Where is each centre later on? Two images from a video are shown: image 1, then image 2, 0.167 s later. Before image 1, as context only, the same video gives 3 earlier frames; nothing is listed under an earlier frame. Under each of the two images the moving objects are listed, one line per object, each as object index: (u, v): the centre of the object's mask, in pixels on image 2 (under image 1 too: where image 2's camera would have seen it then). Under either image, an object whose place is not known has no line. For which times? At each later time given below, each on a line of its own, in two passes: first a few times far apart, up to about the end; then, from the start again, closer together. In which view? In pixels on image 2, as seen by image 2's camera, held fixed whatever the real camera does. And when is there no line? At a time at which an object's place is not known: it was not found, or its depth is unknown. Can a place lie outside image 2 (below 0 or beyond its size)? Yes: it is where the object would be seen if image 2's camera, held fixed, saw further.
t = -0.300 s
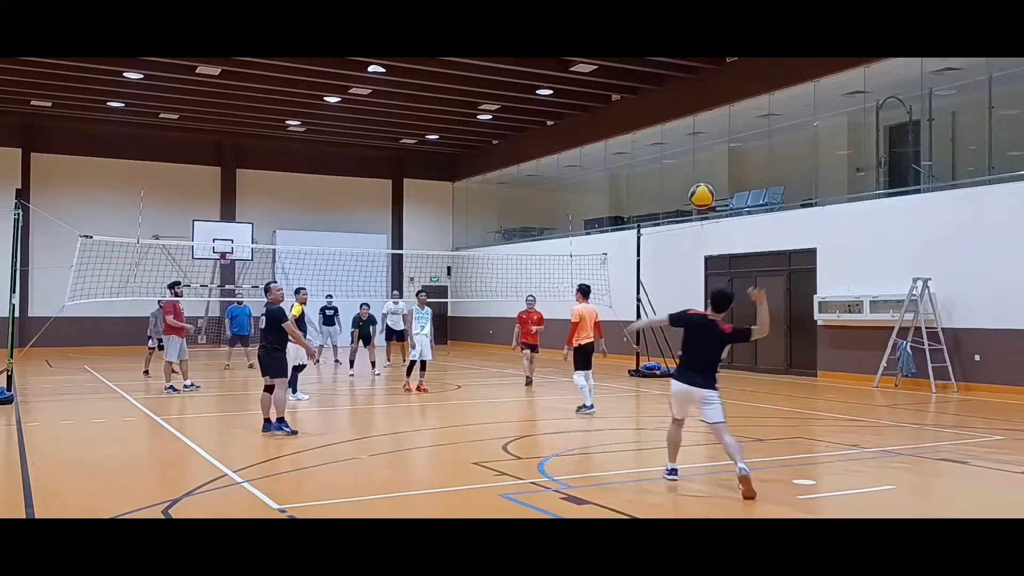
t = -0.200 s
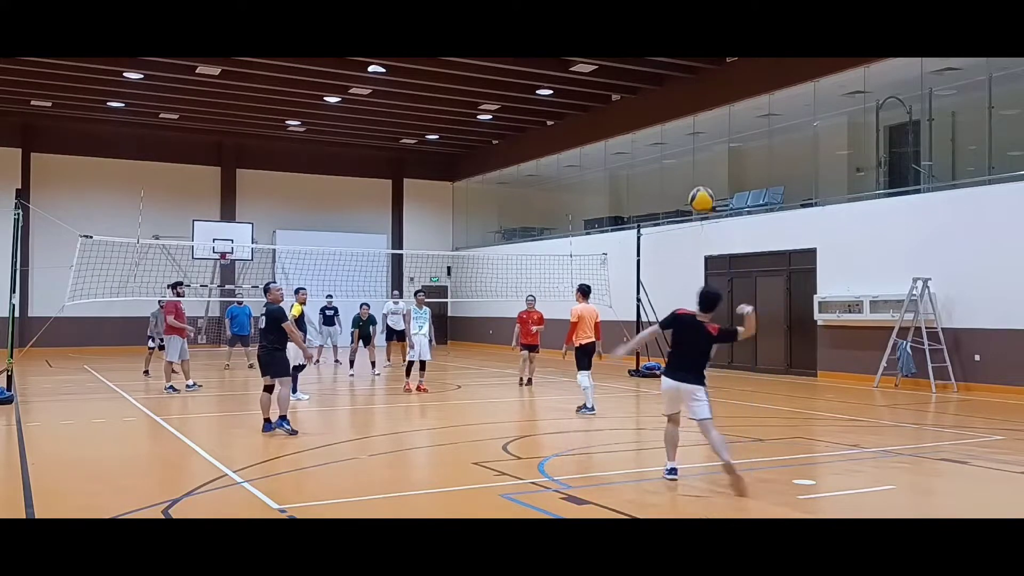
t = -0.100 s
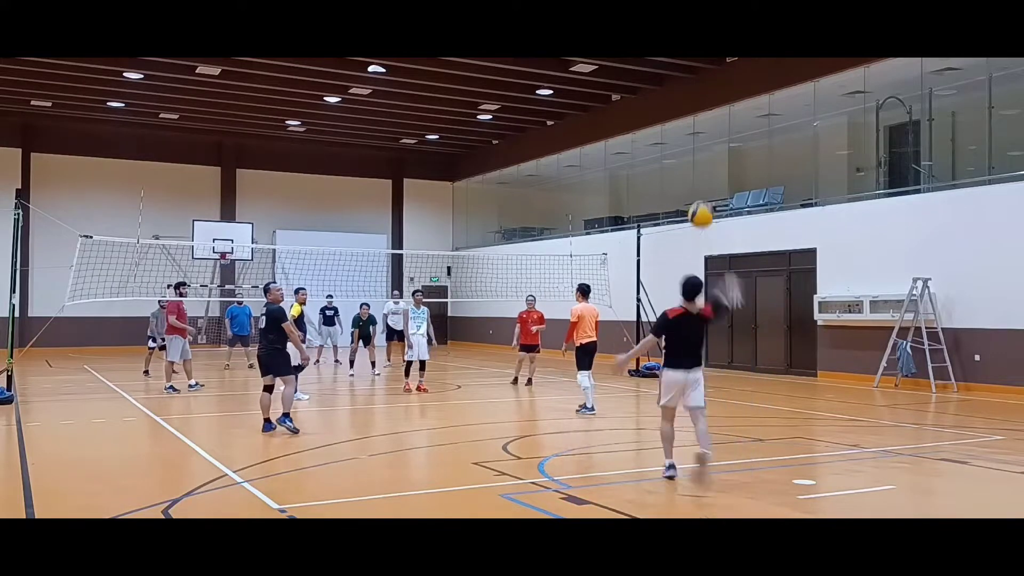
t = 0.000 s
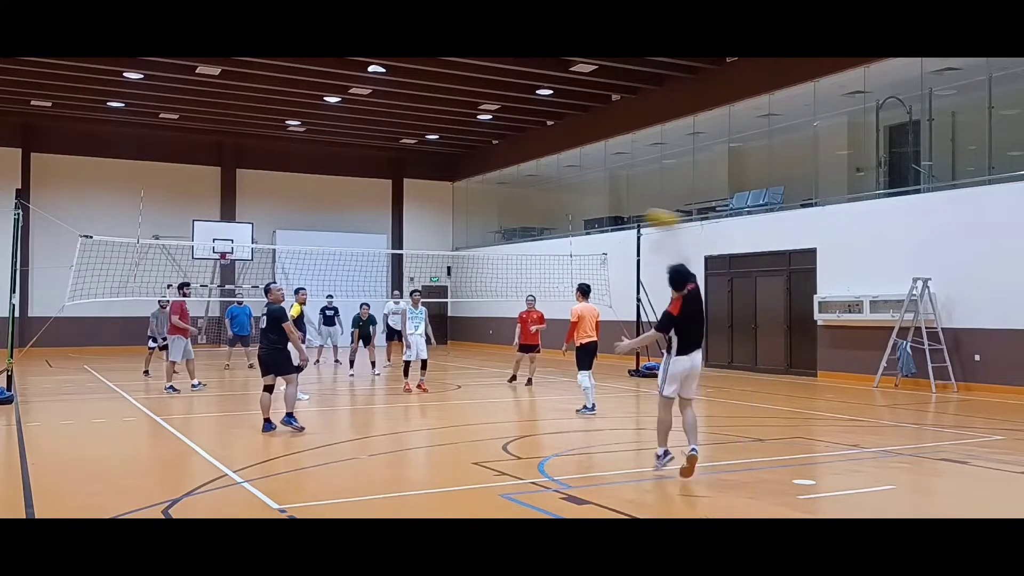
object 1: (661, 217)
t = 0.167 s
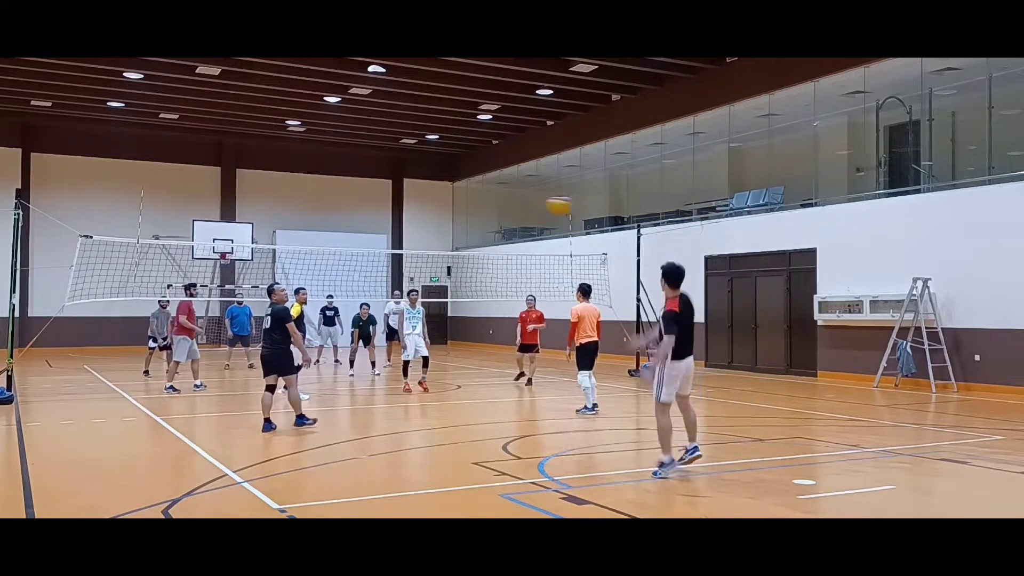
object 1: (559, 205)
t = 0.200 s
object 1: (544, 206)
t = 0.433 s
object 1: (469, 223)
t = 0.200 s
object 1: (544, 206)
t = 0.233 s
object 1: (531, 206)
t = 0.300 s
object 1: (508, 210)
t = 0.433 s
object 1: (469, 223)
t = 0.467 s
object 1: (461, 228)
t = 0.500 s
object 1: (454, 232)
